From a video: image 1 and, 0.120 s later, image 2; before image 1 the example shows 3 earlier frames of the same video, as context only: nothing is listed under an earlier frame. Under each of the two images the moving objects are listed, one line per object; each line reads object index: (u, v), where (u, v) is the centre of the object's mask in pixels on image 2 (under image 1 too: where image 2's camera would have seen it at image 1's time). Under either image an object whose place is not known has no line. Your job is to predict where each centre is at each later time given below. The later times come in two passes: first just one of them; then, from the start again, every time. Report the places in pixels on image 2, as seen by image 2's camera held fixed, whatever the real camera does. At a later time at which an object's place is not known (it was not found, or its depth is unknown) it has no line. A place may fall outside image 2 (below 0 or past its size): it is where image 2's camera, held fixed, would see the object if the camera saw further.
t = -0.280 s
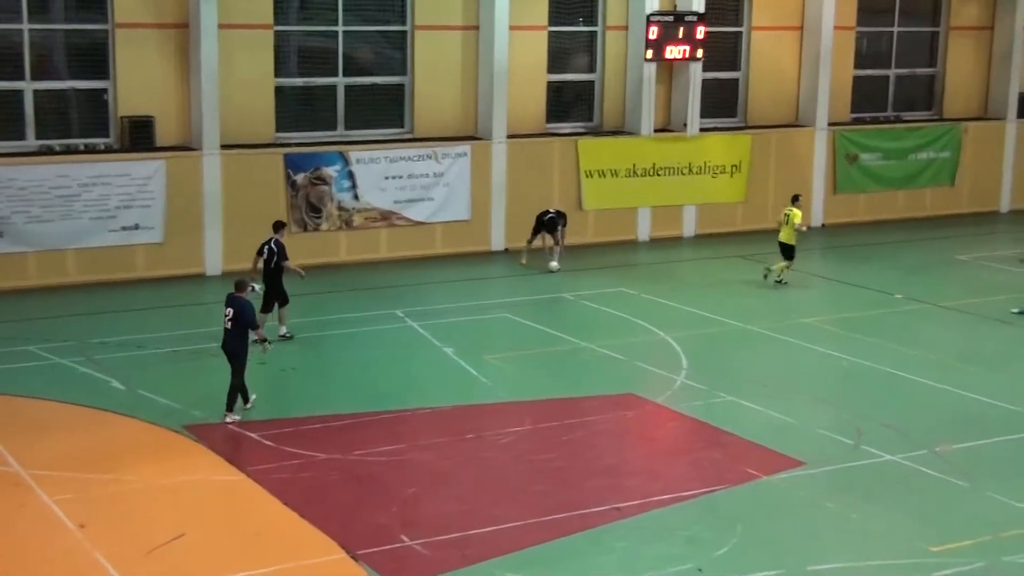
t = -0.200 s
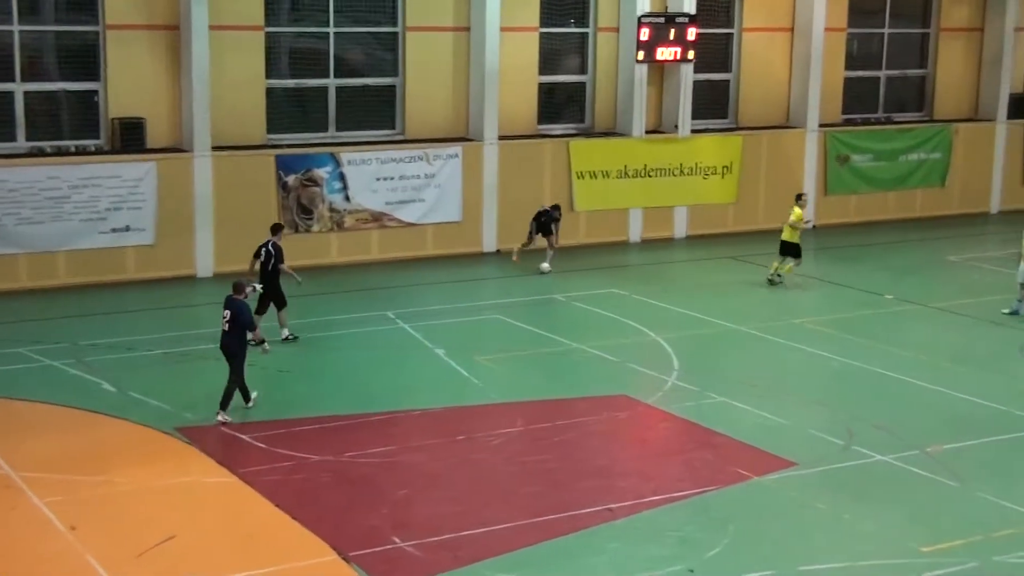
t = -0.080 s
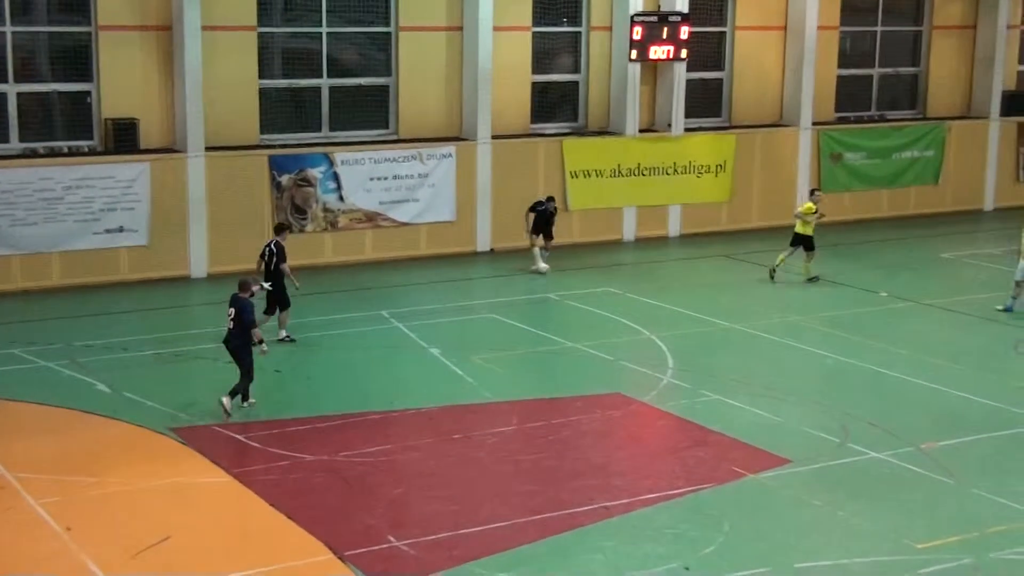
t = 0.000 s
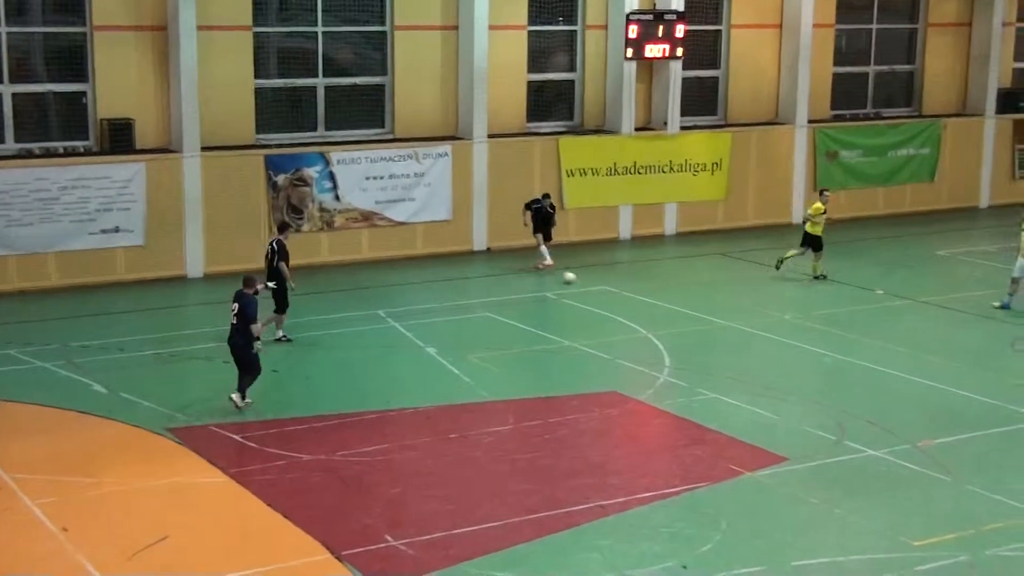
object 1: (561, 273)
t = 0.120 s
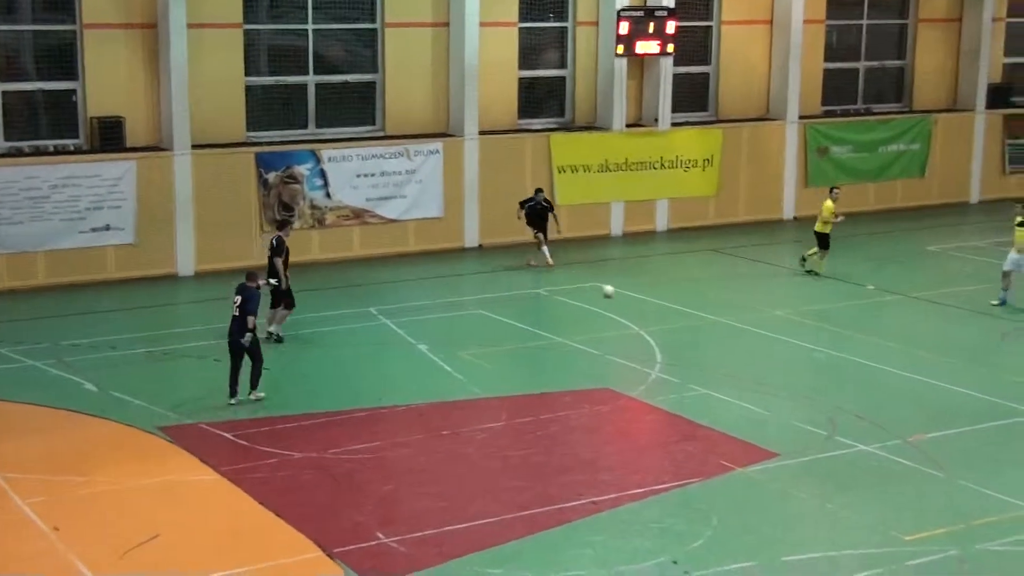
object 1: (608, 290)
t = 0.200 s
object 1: (640, 302)
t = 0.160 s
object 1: (623, 297)
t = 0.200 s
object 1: (640, 302)
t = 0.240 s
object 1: (656, 307)
